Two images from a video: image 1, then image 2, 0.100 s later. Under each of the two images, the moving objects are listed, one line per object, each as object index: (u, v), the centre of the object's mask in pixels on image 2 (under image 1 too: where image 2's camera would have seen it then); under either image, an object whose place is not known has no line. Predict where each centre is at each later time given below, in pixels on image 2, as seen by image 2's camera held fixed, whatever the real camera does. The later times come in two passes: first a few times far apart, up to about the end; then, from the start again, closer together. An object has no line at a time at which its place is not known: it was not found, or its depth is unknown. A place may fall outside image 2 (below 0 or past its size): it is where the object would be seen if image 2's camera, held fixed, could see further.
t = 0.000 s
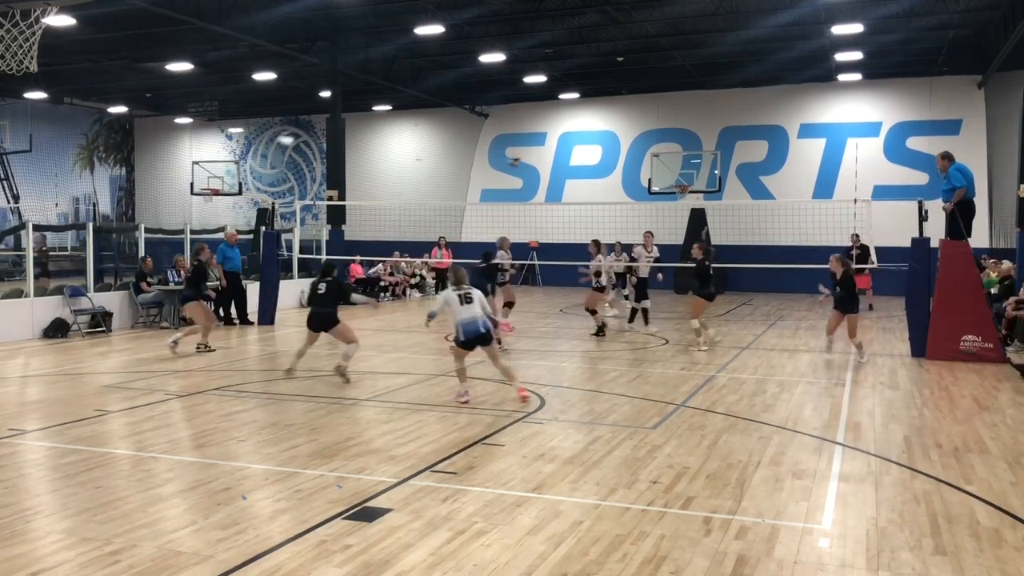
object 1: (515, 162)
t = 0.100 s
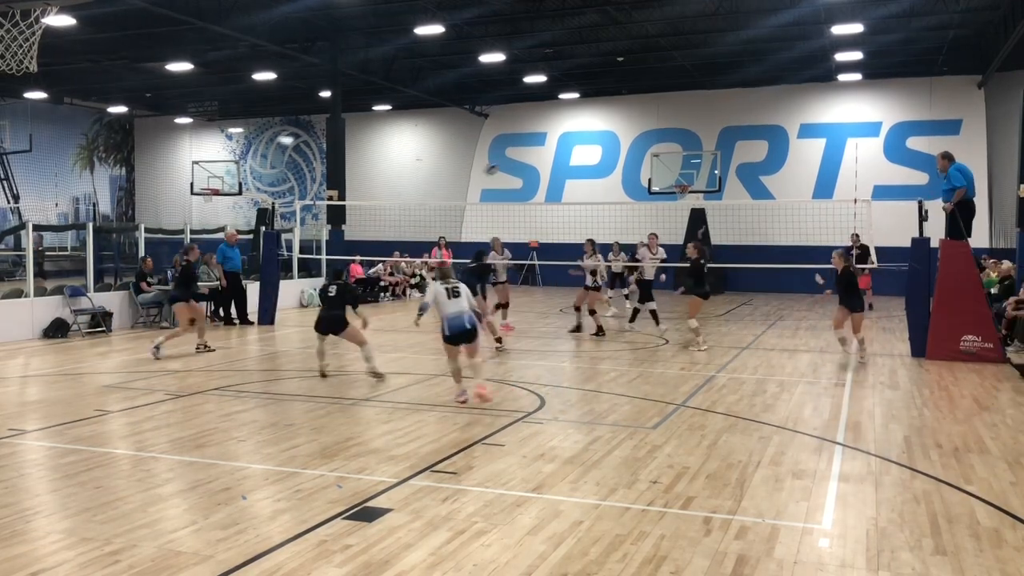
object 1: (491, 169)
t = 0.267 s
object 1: (443, 197)
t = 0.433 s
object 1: (379, 254)
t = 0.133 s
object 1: (482, 173)
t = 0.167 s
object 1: (473, 177)
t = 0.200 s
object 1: (463, 182)
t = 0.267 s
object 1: (443, 197)
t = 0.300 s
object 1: (431, 207)
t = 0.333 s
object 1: (419, 217)
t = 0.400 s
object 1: (392, 245)
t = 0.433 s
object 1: (379, 254)
